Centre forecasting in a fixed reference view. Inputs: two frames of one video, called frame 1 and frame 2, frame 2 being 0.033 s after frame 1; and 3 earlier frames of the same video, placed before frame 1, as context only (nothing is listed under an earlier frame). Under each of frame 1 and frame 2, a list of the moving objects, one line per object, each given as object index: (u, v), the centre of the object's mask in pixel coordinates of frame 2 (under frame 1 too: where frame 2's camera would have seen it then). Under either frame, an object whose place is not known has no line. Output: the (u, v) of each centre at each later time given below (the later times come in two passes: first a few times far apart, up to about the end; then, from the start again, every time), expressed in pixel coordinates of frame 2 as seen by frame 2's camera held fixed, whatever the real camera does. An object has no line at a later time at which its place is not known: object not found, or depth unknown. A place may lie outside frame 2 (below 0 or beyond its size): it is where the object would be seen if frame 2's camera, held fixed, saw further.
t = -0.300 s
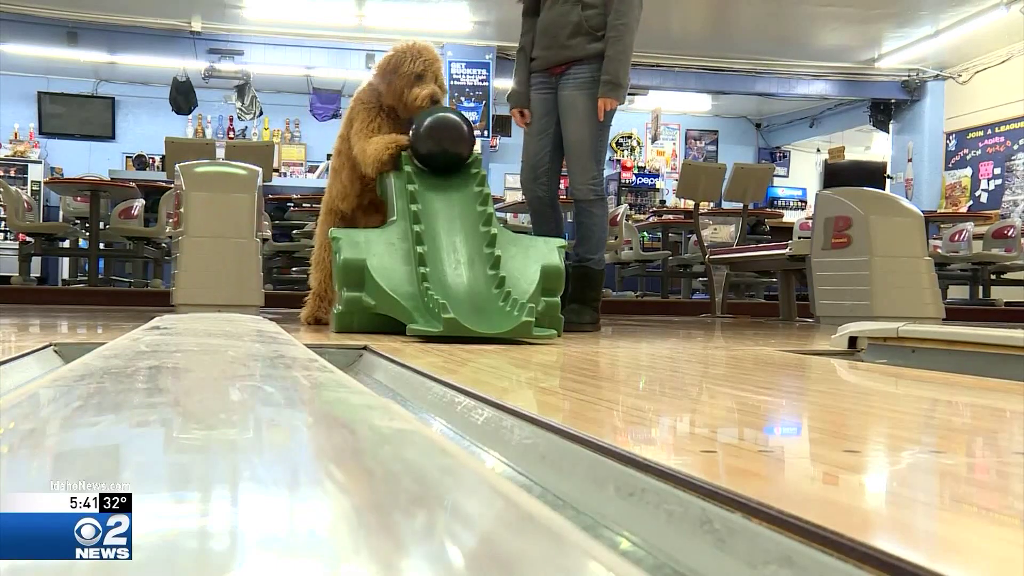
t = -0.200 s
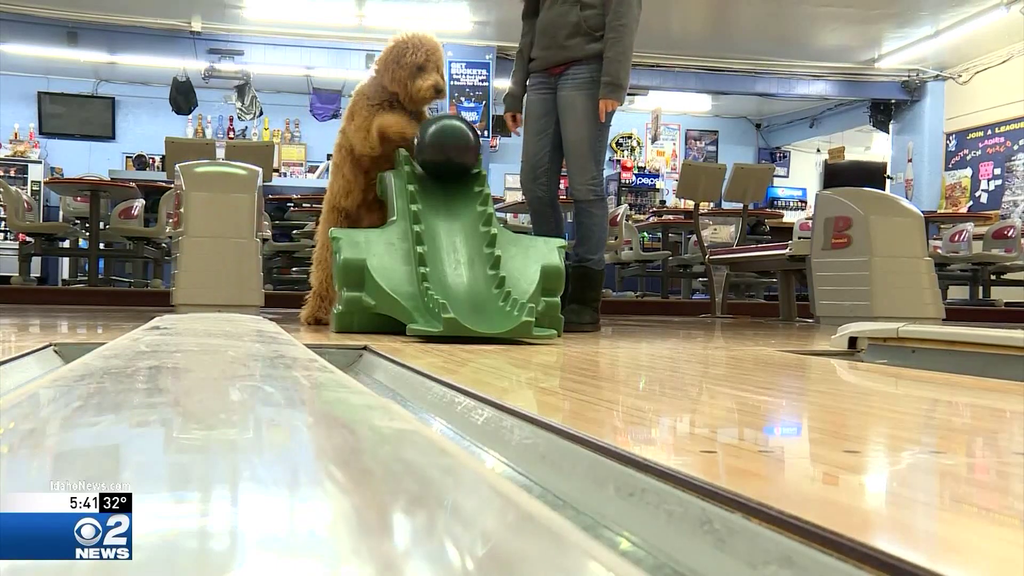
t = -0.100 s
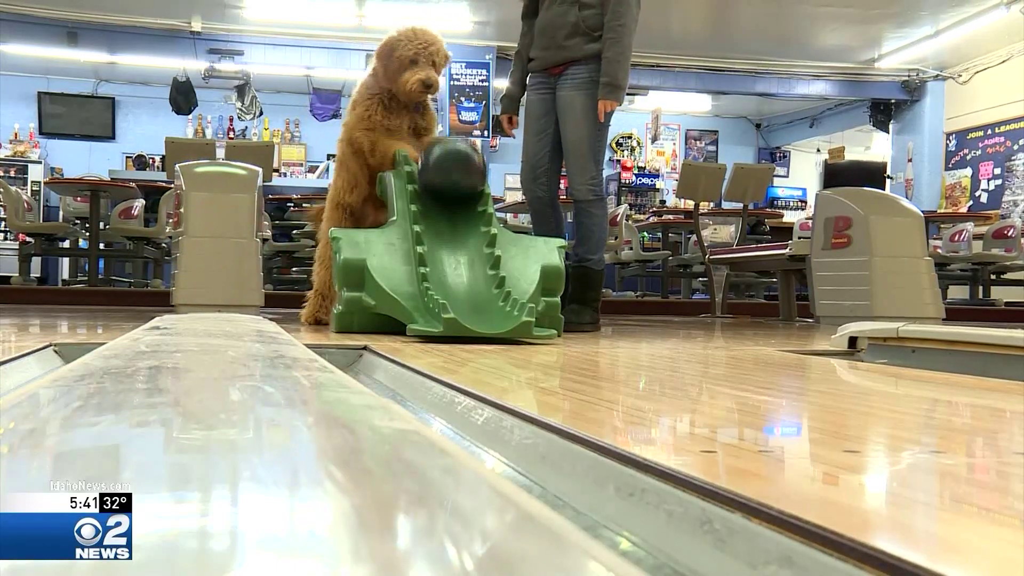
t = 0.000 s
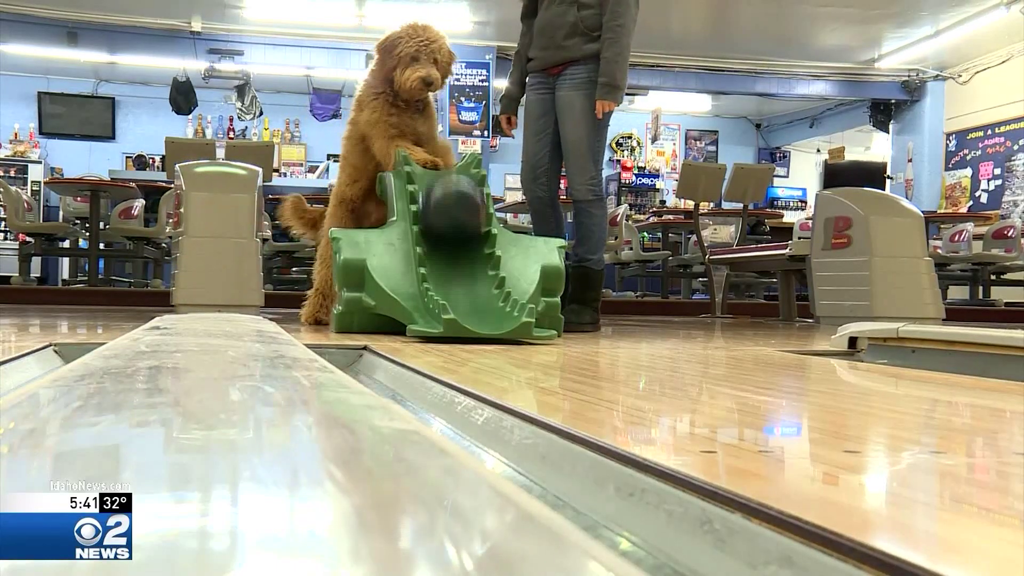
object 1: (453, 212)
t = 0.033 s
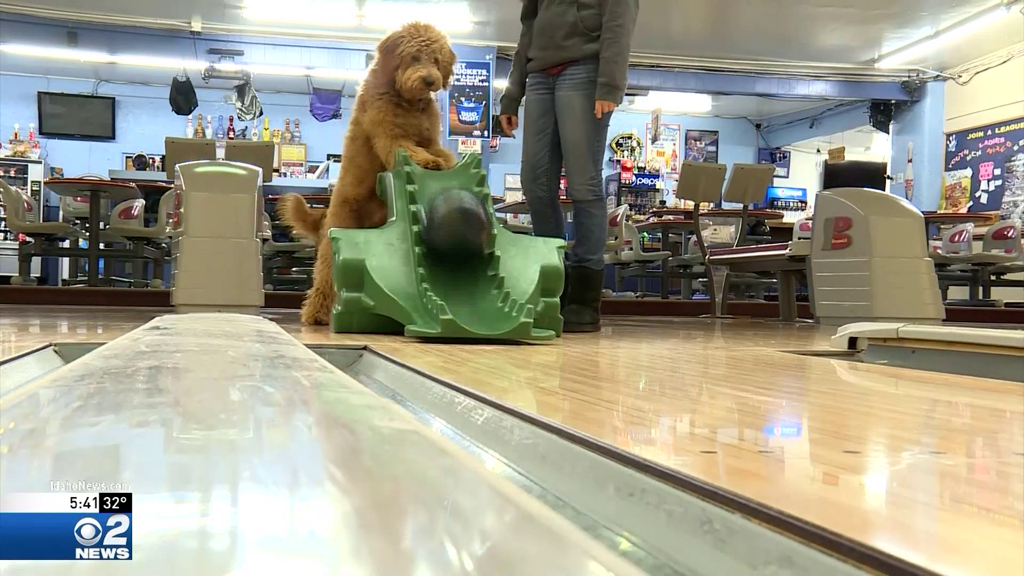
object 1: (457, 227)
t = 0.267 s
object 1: (491, 294)
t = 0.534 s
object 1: (551, 308)
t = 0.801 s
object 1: (651, 314)
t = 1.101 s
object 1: (881, 327)
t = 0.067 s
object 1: (460, 247)
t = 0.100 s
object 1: (463, 268)
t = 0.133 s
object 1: (468, 281)
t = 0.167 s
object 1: (475, 287)
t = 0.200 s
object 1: (480, 289)
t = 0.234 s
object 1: (486, 291)
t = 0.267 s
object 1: (491, 294)
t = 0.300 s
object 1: (497, 301)
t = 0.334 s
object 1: (504, 305)
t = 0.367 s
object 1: (510, 306)
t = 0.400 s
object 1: (518, 306)
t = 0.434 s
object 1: (525, 307)
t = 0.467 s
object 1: (534, 308)
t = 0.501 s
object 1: (543, 308)
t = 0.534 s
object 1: (551, 308)
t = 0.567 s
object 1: (560, 309)
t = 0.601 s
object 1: (571, 310)
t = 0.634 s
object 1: (582, 311)
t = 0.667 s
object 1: (594, 311)
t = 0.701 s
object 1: (608, 312)
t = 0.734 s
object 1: (621, 312)
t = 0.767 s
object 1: (635, 313)
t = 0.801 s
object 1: (651, 314)
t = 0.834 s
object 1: (669, 315)
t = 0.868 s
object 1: (688, 315)
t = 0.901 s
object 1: (708, 316)
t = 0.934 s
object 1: (731, 318)
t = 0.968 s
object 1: (754, 319)
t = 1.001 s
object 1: (782, 320)
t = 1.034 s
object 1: (812, 321)
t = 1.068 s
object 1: (845, 324)
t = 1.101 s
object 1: (881, 327)
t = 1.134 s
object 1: (923, 329)
